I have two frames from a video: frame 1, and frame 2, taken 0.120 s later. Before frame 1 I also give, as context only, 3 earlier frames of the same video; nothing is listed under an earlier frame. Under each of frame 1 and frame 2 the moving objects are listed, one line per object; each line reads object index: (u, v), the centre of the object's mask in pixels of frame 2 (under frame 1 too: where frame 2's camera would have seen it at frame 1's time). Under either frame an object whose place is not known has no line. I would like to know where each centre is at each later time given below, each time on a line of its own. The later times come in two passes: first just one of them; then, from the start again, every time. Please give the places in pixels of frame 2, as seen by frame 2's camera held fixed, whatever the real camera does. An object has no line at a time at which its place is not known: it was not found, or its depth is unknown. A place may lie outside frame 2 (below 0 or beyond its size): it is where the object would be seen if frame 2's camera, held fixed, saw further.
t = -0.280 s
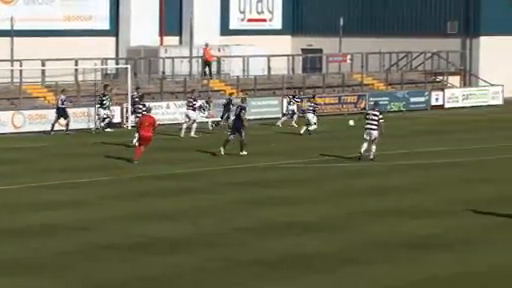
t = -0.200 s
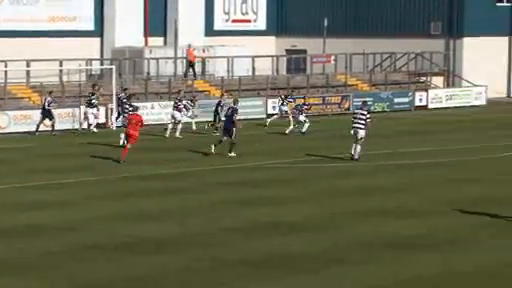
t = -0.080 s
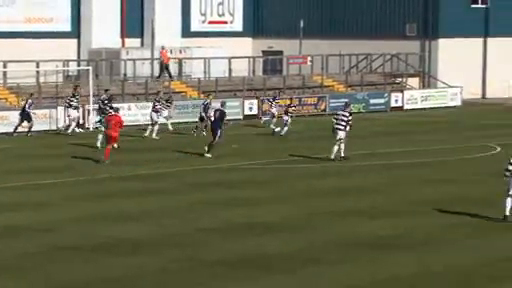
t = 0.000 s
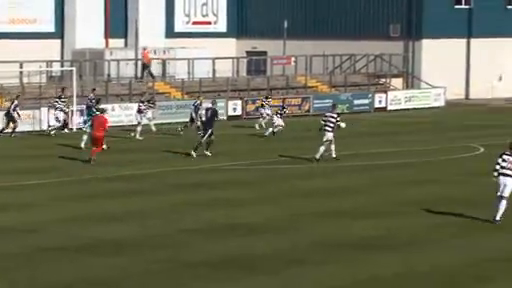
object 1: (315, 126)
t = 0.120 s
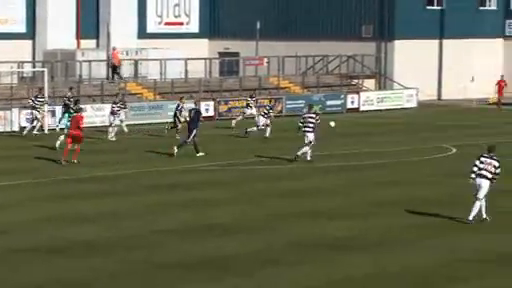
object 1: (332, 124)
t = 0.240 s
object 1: (348, 126)
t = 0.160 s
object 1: (337, 124)
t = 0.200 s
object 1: (343, 124)
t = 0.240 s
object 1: (348, 126)
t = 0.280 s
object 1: (354, 127)
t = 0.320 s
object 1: (360, 129)
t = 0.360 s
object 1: (365, 132)
